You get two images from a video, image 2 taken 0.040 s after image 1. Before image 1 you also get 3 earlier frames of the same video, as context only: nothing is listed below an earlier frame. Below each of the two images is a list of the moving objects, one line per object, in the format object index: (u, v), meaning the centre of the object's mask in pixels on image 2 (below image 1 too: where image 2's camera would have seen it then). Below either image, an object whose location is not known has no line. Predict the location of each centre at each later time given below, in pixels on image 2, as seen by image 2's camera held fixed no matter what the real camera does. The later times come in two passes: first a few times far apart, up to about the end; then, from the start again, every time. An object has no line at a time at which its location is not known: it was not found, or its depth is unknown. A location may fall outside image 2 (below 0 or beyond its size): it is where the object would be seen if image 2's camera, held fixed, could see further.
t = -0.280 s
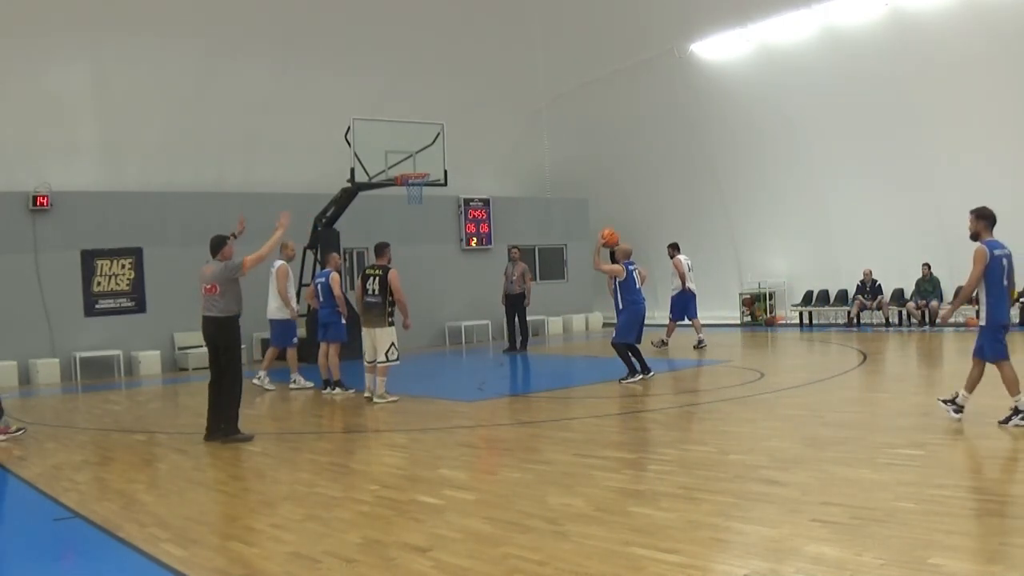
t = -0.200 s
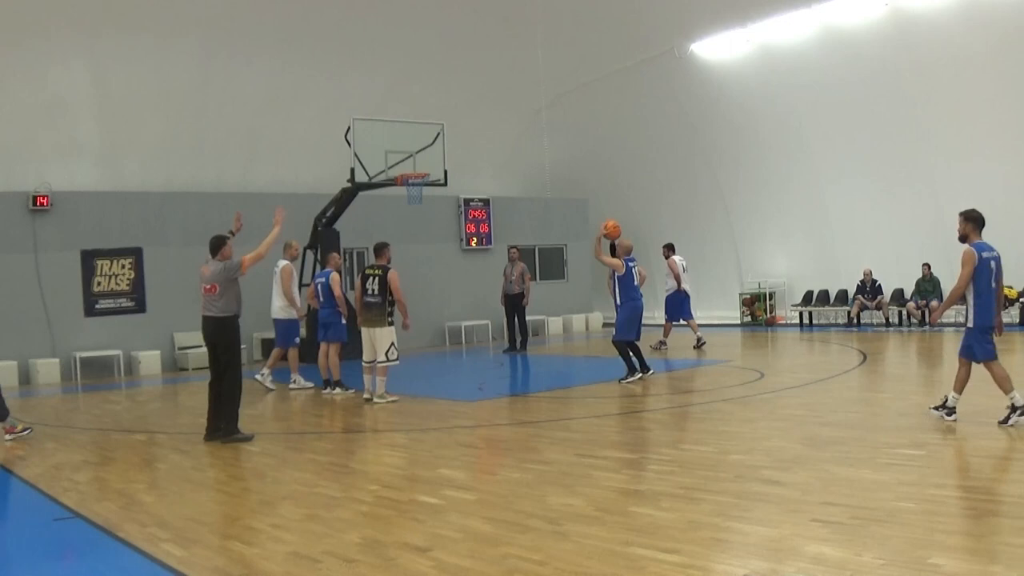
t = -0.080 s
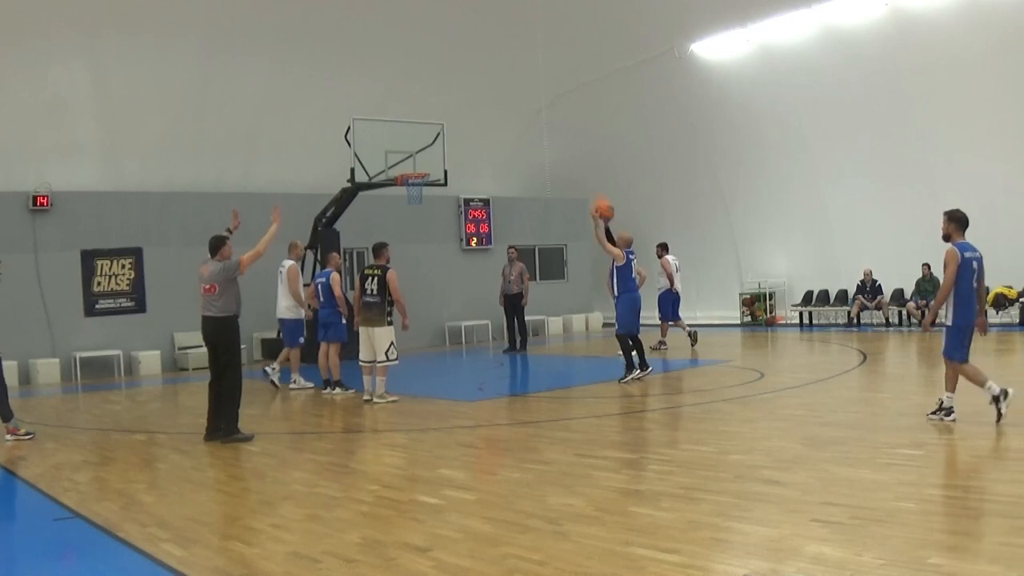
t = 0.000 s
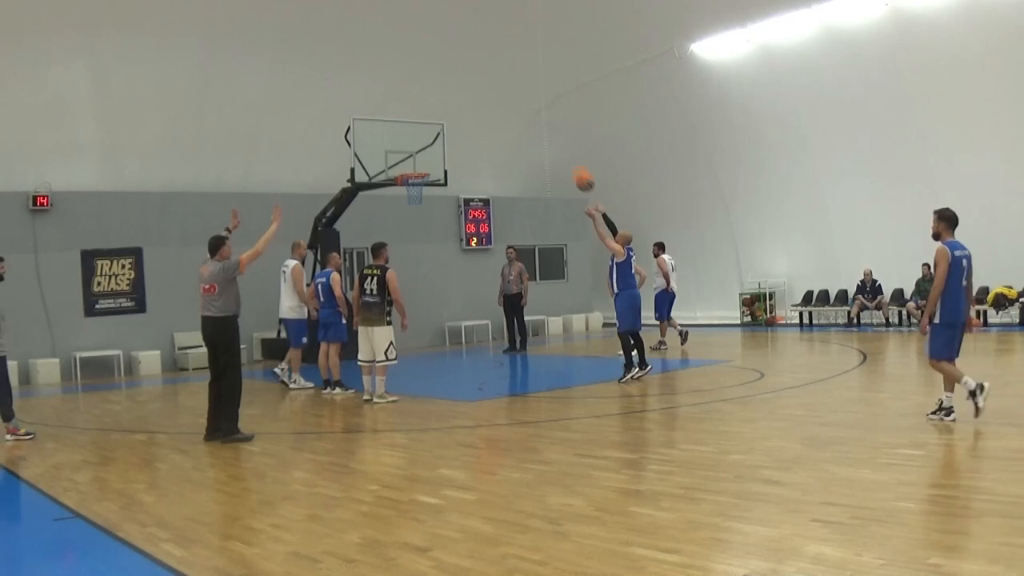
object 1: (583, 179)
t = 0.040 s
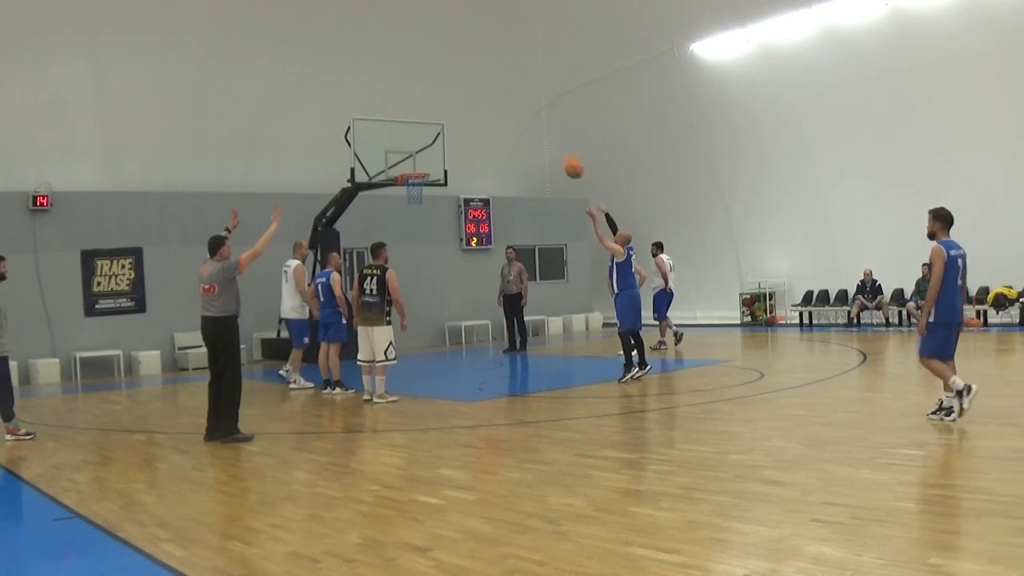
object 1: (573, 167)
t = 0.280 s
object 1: (515, 121)
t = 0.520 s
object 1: (467, 118)
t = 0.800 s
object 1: (420, 159)
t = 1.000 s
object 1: (421, 203)
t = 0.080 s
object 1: (563, 156)
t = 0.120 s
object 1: (552, 146)
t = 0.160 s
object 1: (542, 138)
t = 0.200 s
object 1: (533, 131)
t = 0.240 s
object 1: (524, 126)
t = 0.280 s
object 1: (515, 121)
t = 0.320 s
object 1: (506, 118)
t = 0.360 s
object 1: (498, 116)
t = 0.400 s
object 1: (490, 115)
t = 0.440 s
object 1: (482, 115)
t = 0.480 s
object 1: (474, 116)
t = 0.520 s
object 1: (467, 118)
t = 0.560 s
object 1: (459, 121)
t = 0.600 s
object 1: (452, 125)
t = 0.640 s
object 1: (446, 130)
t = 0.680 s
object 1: (439, 136)
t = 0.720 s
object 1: (432, 142)
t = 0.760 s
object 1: (426, 150)
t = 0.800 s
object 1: (420, 159)
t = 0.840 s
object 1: (414, 167)
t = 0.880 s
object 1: (411, 177)
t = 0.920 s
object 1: (414, 187)
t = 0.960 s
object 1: (417, 196)
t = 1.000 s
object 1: (421, 203)
